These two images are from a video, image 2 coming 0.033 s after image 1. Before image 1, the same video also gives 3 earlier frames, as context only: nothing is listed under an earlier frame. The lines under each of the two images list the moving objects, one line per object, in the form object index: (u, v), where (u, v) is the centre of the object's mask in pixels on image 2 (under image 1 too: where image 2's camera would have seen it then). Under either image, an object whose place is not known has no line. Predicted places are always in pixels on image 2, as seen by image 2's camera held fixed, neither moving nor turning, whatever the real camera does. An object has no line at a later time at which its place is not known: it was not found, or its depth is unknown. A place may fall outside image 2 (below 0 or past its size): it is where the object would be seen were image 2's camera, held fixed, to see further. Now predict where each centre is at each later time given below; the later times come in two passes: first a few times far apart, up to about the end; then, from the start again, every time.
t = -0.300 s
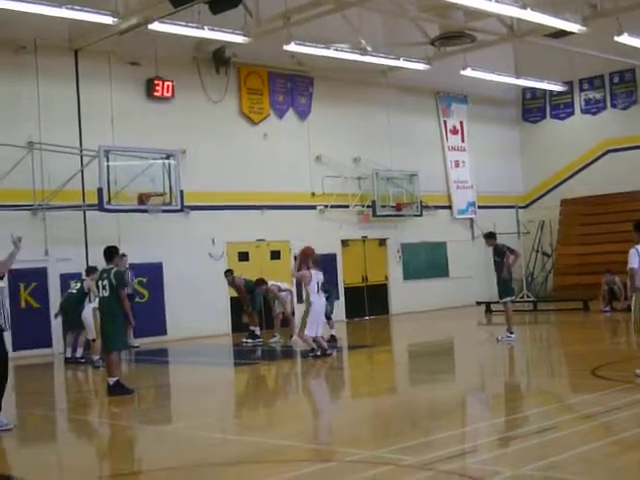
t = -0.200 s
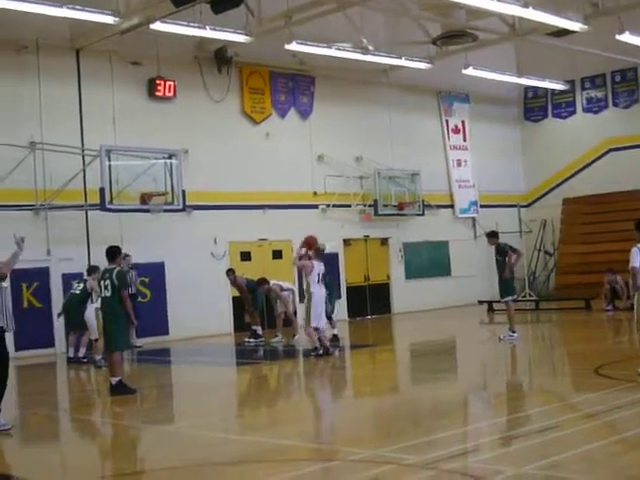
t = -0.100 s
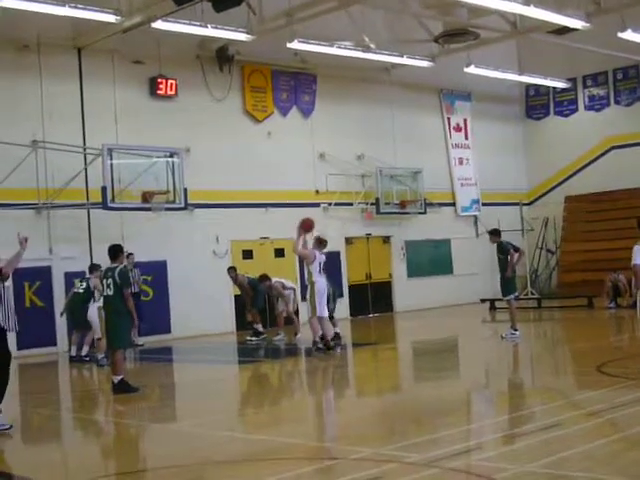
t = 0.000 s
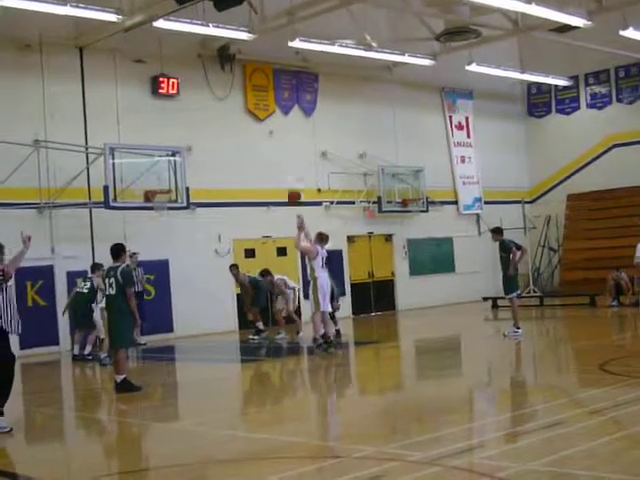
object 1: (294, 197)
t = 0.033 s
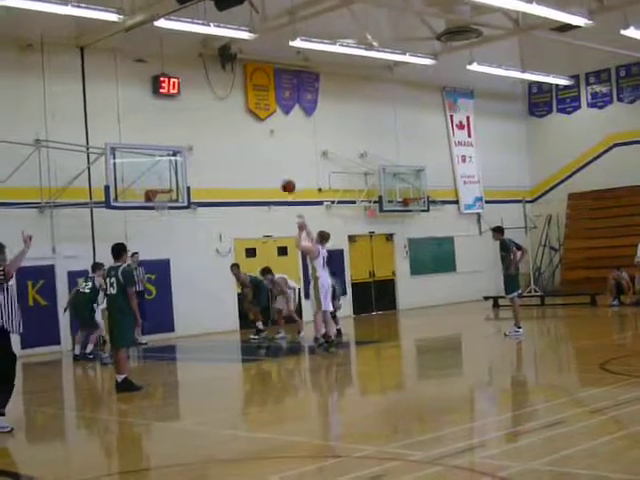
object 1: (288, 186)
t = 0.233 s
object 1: (254, 149)
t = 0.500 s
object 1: (214, 138)
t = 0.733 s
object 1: (185, 159)
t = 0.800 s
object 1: (178, 169)
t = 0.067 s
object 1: (282, 178)
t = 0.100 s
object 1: (276, 171)
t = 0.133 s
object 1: (270, 164)
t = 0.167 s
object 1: (265, 158)
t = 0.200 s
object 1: (259, 153)
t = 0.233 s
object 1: (254, 149)
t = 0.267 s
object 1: (248, 145)
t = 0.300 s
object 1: (243, 142)
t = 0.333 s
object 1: (238, 140)
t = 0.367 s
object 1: (233, 138)
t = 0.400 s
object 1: (228, 137)
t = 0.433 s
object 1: (223, 137)
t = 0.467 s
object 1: (219, 137)
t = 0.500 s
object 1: (214, 138)
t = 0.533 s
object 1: (209, 139)
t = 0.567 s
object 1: (205, 141)
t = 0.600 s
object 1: (201, 144)
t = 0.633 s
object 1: (196, 147)
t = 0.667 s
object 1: (193, 151)
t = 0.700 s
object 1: (188, 154)
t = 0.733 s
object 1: (185, 159)
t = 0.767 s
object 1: (181, 165)
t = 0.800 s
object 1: (178, 169)
